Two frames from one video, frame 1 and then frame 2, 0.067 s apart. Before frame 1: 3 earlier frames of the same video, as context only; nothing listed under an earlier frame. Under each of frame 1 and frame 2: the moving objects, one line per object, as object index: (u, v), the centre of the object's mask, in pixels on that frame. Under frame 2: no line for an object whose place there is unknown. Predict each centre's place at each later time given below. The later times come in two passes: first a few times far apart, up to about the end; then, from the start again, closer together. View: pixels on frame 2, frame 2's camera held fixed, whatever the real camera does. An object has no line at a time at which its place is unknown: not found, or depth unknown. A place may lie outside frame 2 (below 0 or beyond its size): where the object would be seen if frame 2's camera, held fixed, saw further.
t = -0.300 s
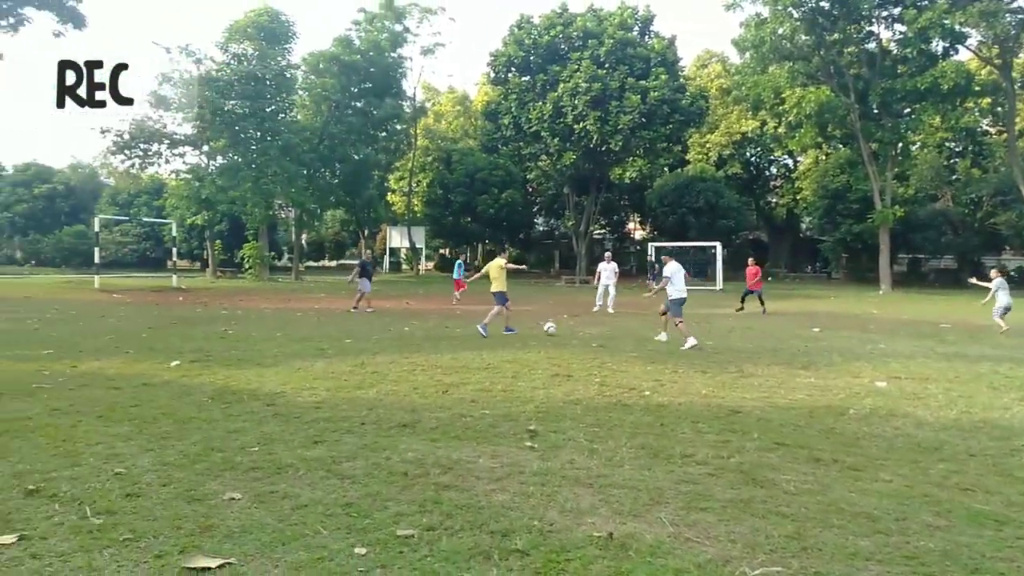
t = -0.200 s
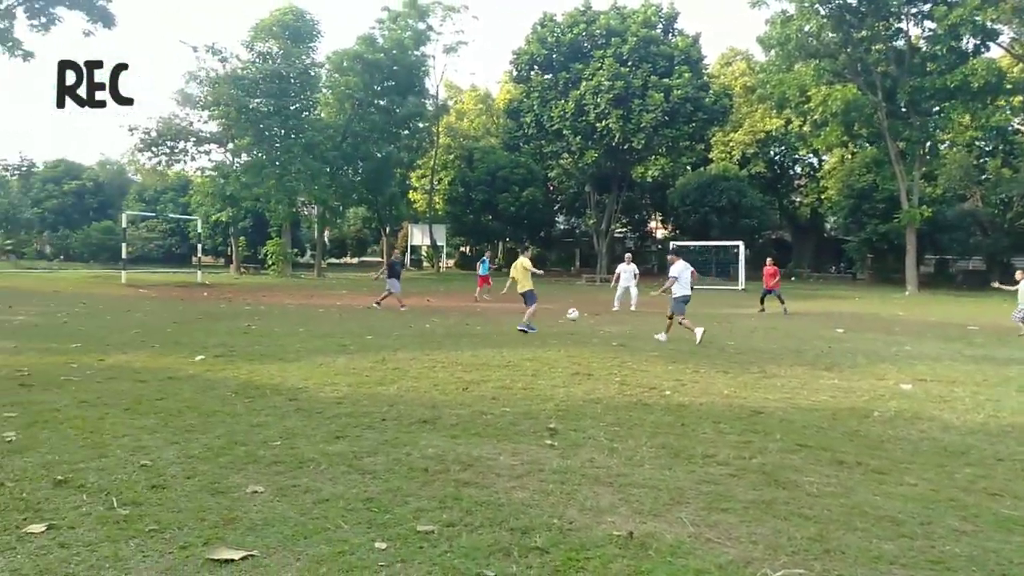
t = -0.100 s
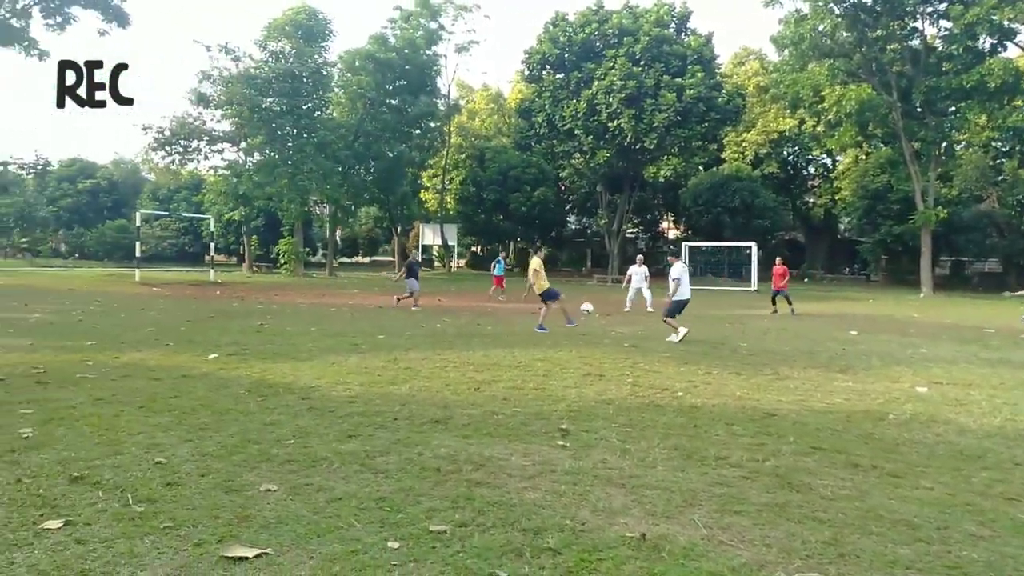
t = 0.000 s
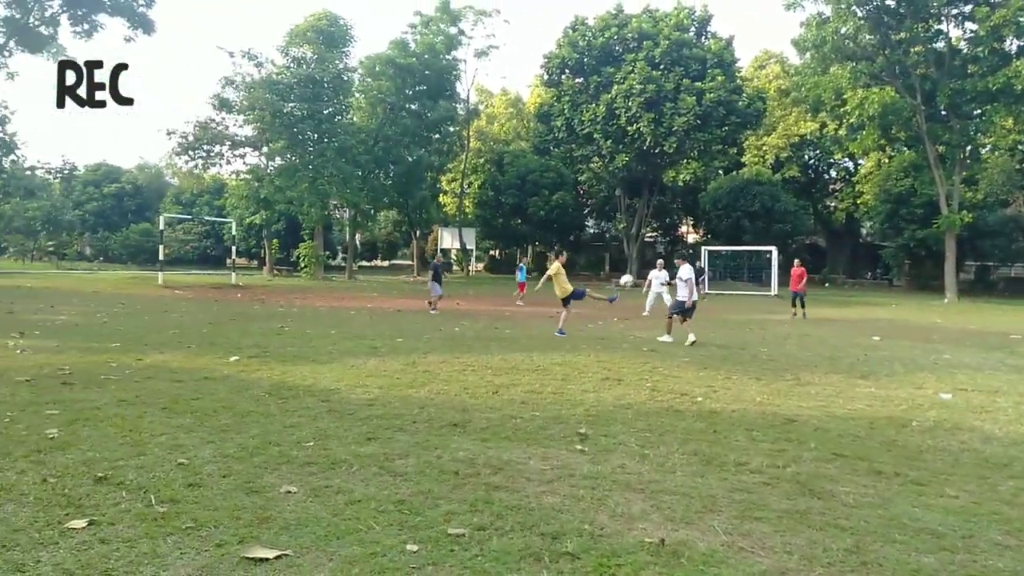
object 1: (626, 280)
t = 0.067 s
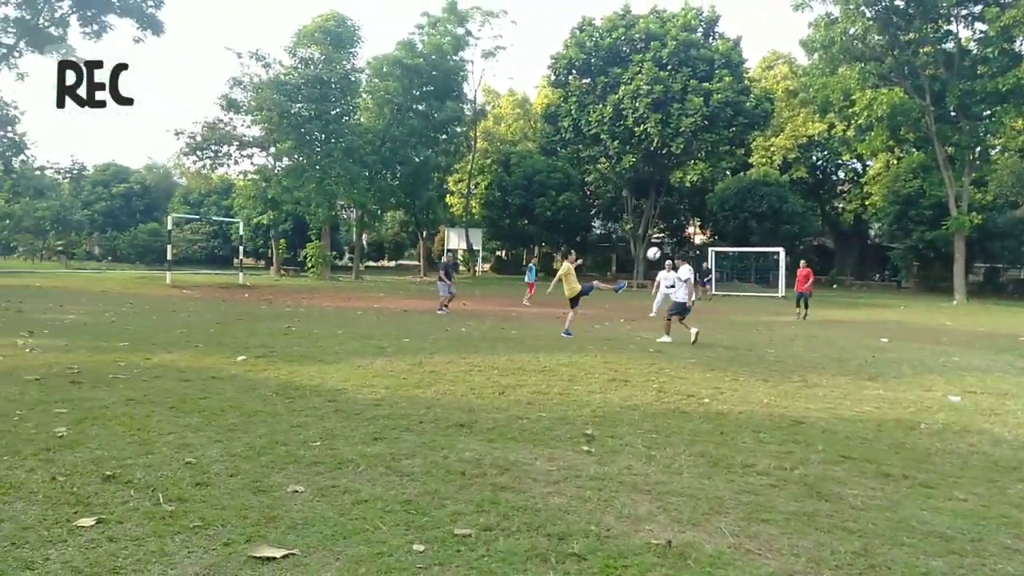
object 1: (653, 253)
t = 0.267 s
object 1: (712, 184)
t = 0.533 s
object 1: (786, 128)
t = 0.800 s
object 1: (856, 112)
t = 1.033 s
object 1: (915, 130)
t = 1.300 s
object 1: (977, 184)
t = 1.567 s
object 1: (1036, 276)
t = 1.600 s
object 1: (1038, 289)
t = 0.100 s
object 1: (663, 240)
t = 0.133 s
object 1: (673, 228)
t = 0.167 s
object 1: (683, 216)
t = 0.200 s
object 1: (693, 205)
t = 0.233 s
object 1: (702, 194)
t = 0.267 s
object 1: (712, 184)
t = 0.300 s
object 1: (722, 175)
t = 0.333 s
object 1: (731, 167)
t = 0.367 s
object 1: (740, 159)
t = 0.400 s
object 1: (749, 151)
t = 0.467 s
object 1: (767, 139)
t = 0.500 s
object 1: (777, 133)
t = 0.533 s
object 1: (786, 128)
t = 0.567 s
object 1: (795, 123)
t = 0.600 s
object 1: (804, 120)
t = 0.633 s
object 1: (813, 117)
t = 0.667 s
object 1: (821, 115)
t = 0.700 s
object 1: (830, 113)
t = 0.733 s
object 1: (839, 112)
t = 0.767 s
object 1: (848, 112)
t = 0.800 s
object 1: (856, 112)
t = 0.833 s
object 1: (865, 112)
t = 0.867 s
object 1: (873, 113)
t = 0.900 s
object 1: (882, 116)
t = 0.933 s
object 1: (891, 119)
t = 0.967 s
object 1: (898, 122)
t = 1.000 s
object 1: (907, 125)
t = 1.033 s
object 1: (915, 130)
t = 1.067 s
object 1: (923, 134)
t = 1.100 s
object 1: (931, 140)
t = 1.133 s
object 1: (939, 146)
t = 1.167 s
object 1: (947, 153)
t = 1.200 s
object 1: (955, 160)
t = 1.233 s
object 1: (962, 168)
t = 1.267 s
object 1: (970, 176)
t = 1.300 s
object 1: (977, 184)
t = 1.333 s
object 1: (984, 194)
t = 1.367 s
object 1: (991, 204)
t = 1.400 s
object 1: (999, 215)
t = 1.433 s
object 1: (1007, 226)
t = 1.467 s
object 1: (1014, 238)
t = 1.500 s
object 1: (1021, 250)
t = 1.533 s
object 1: (1029, 262)
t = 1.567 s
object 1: (1036, 276)
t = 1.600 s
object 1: (1038, 289)
